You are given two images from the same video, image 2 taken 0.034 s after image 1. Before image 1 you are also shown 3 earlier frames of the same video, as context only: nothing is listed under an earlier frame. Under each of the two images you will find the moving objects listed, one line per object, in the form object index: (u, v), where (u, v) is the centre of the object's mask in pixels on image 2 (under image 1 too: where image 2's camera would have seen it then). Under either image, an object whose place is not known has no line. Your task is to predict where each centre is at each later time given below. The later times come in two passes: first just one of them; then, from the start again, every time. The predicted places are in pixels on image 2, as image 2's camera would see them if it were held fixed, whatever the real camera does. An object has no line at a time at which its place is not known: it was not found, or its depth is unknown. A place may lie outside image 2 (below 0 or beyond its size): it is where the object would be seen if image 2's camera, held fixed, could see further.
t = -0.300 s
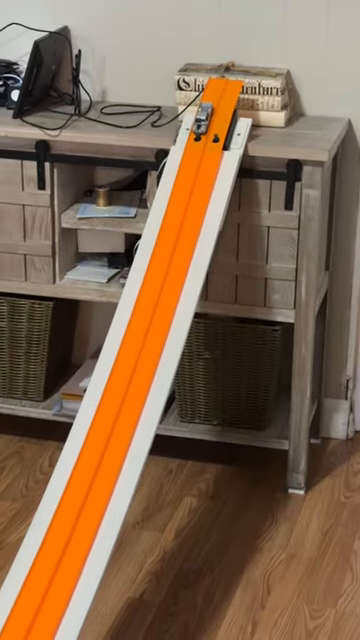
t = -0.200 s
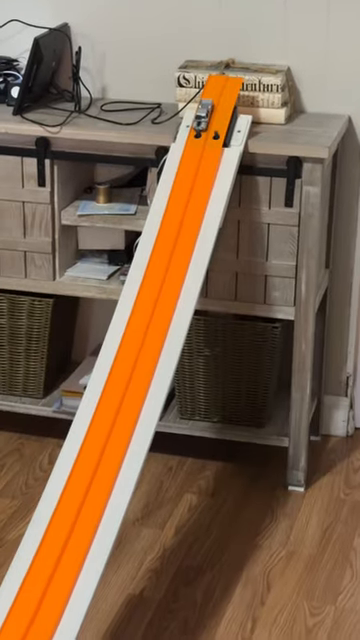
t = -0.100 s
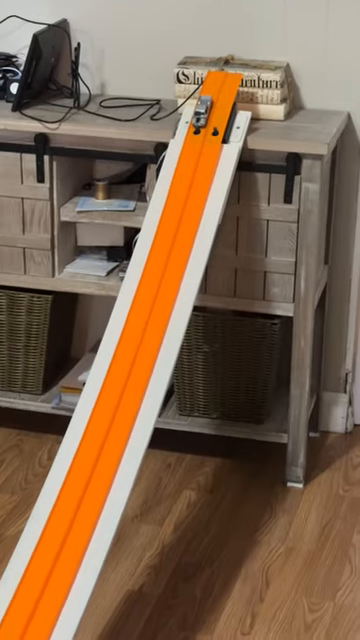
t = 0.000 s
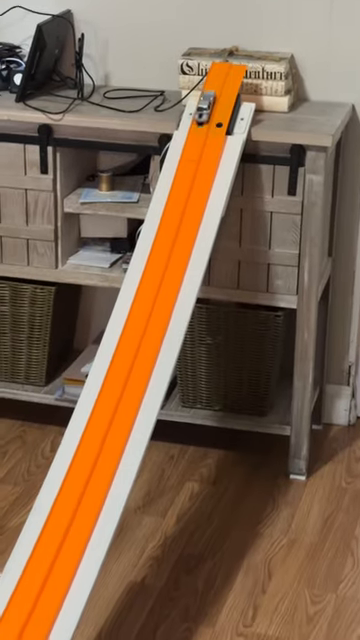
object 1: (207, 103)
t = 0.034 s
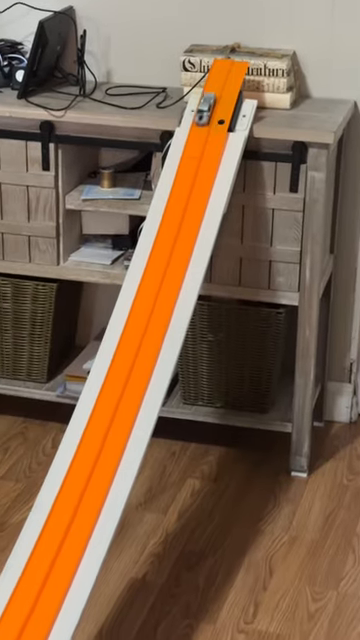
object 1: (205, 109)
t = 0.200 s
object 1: (186, 170)
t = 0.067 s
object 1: (203, 116)
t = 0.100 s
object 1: (200, 125)
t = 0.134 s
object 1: (196, 137)
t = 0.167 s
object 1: (191, 153)
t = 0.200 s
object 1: (186, 170)
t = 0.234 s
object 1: (180, 190)
